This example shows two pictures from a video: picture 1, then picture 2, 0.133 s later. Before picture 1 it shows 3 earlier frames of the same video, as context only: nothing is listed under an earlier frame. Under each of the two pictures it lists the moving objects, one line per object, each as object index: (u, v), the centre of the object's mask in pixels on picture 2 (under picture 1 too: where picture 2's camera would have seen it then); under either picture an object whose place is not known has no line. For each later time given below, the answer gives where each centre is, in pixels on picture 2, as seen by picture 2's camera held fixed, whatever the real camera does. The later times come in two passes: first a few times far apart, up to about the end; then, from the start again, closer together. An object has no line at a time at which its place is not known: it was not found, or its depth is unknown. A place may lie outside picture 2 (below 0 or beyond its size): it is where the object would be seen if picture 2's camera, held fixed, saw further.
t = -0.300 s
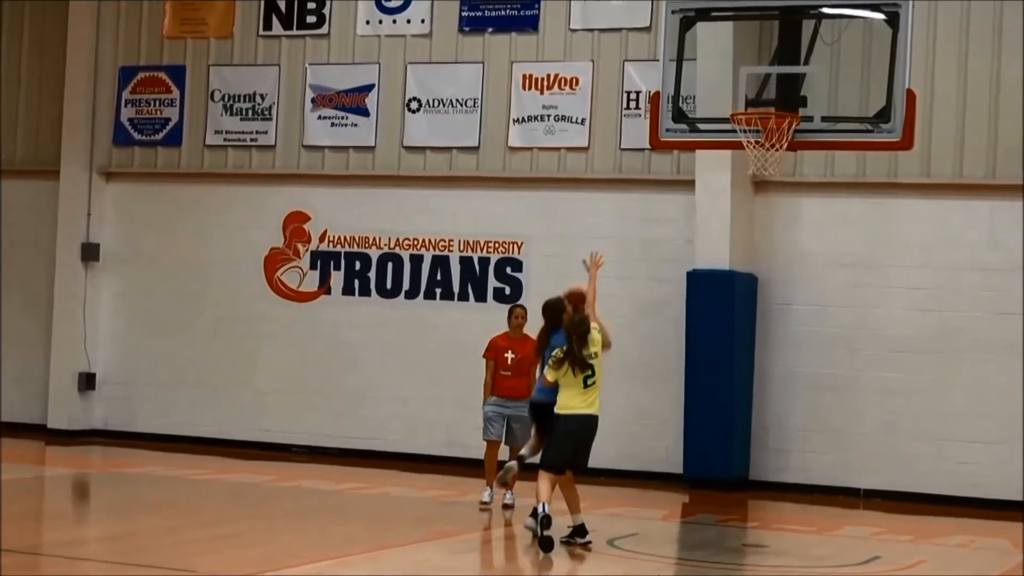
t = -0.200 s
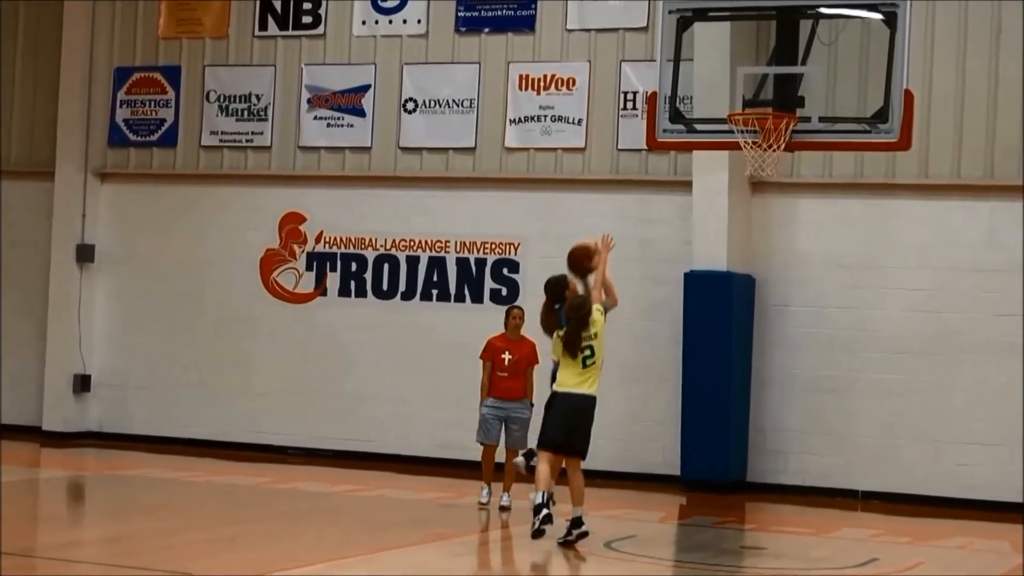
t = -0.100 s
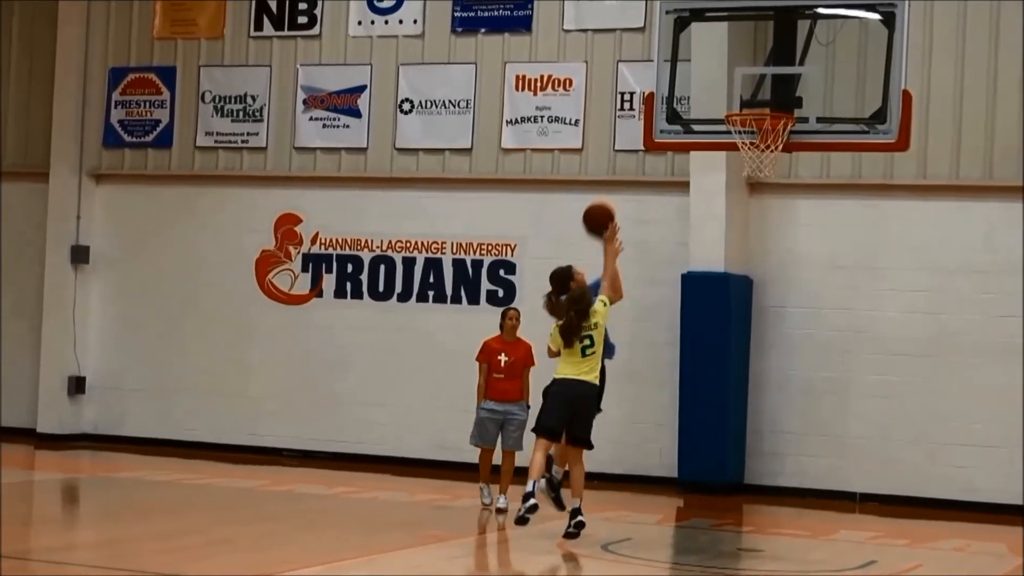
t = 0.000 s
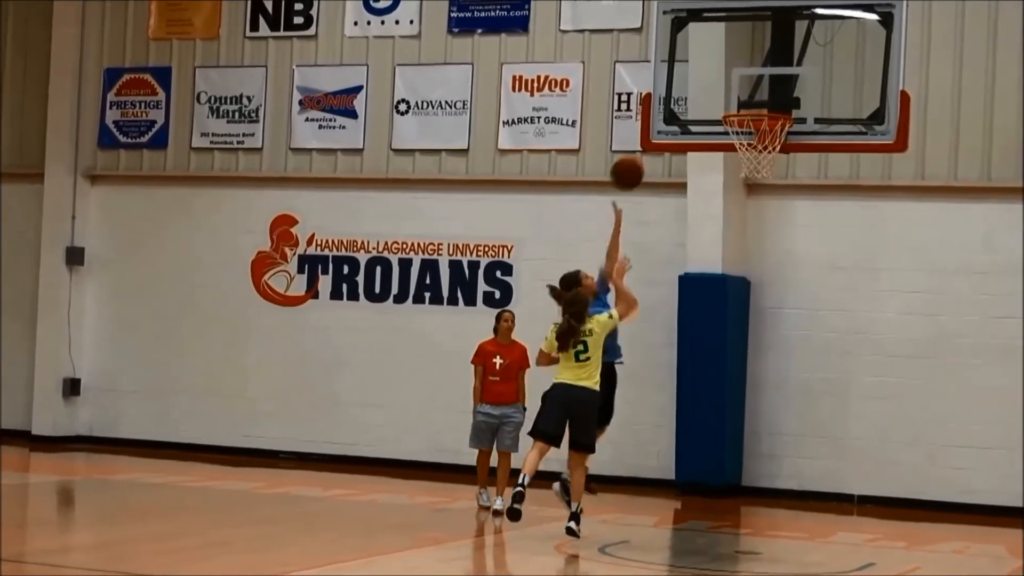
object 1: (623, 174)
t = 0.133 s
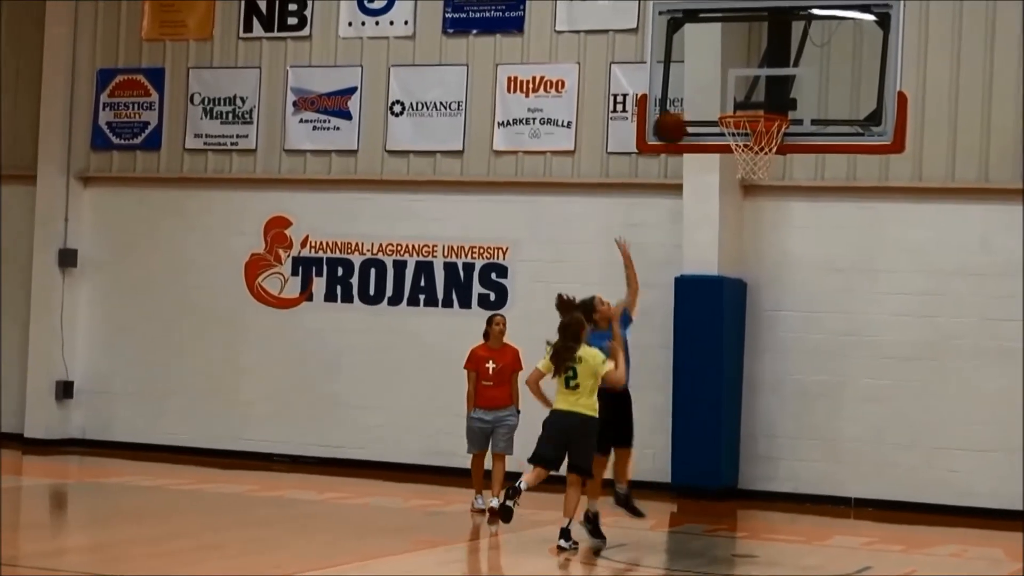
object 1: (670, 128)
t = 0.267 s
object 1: (715, 106)
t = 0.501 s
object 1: (733, 99)
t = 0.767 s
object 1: (740, 103)
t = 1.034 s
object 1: (753, 173)
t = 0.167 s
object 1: (682, 121)
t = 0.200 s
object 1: (693, 114)
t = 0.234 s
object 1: (704, 110)
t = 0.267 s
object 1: (715, 106)
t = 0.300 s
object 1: (721, 104)
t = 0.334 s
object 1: (725, 103)
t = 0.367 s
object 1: (729, 103)
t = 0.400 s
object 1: (732, 104)
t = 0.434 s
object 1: (732, 101)
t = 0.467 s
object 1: (733, 99)
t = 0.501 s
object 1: (733, 99)
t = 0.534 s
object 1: (733, 99)
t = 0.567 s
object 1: (733, 100)
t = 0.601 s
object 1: (733, 103)
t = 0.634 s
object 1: (734, 102)
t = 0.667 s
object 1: (736, 101)
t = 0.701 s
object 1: (737, 100)
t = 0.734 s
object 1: (739, 101)
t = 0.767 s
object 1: (740, 103)
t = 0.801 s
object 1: (741, 105)
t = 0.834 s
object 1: (743, 108)
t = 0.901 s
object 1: (746, 132)
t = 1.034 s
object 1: (753, 173)
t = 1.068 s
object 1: (755, 190)
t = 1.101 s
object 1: (756, 204)
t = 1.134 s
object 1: (757, 222)
